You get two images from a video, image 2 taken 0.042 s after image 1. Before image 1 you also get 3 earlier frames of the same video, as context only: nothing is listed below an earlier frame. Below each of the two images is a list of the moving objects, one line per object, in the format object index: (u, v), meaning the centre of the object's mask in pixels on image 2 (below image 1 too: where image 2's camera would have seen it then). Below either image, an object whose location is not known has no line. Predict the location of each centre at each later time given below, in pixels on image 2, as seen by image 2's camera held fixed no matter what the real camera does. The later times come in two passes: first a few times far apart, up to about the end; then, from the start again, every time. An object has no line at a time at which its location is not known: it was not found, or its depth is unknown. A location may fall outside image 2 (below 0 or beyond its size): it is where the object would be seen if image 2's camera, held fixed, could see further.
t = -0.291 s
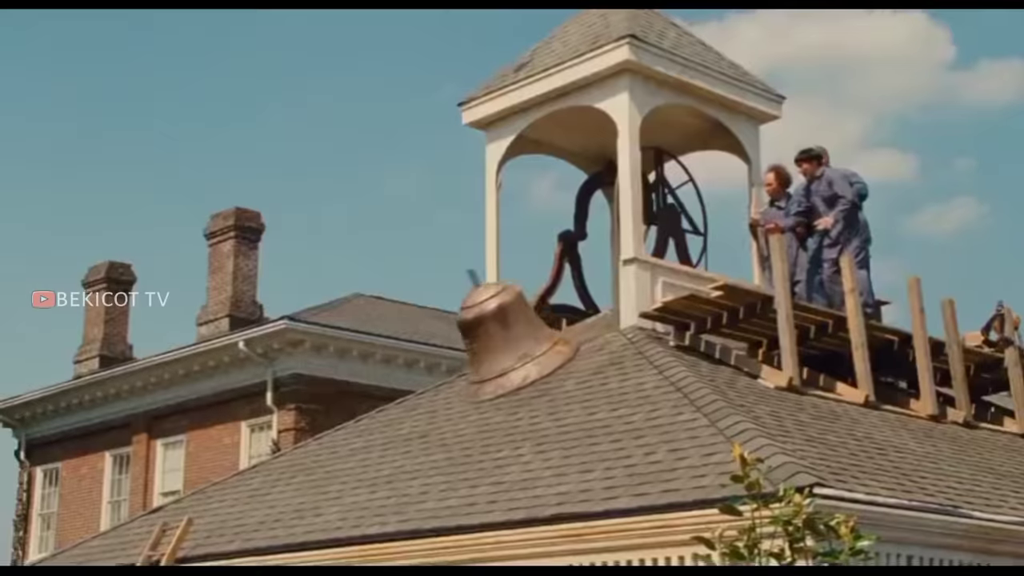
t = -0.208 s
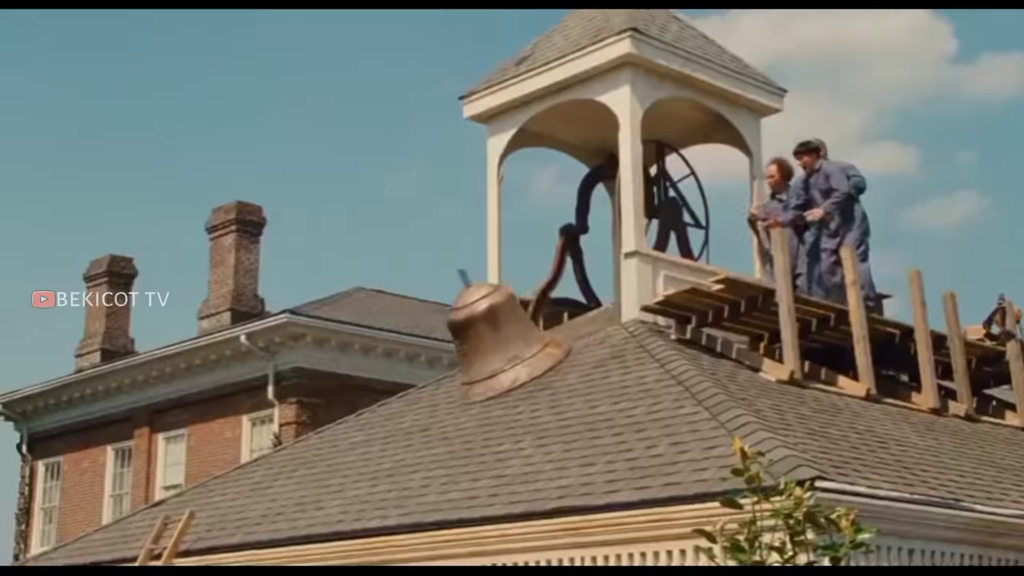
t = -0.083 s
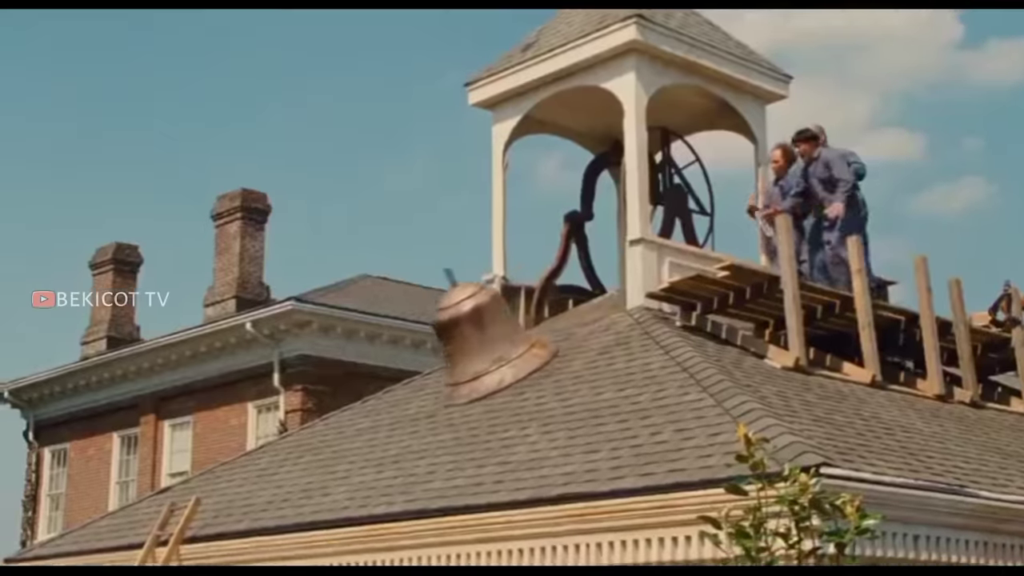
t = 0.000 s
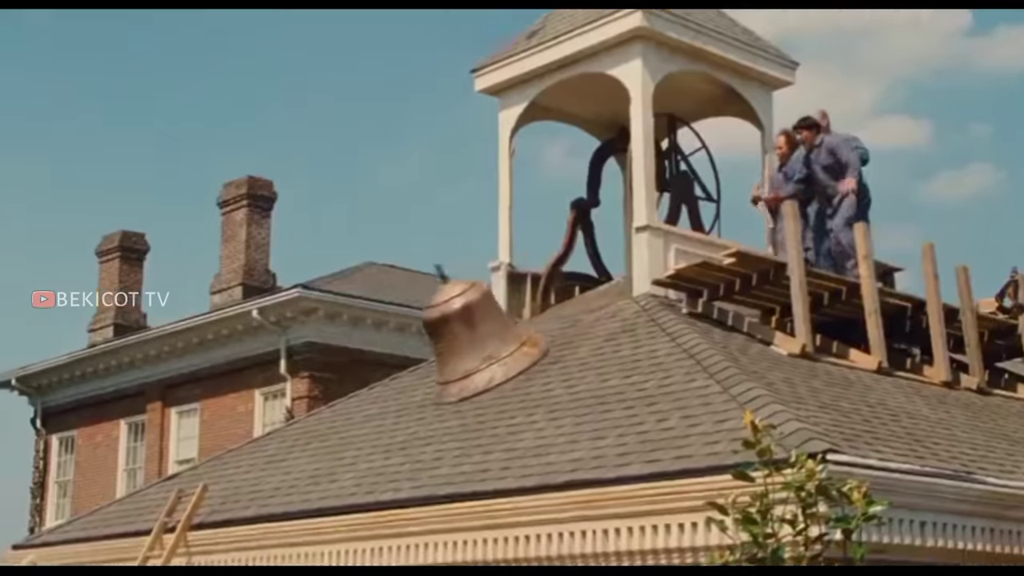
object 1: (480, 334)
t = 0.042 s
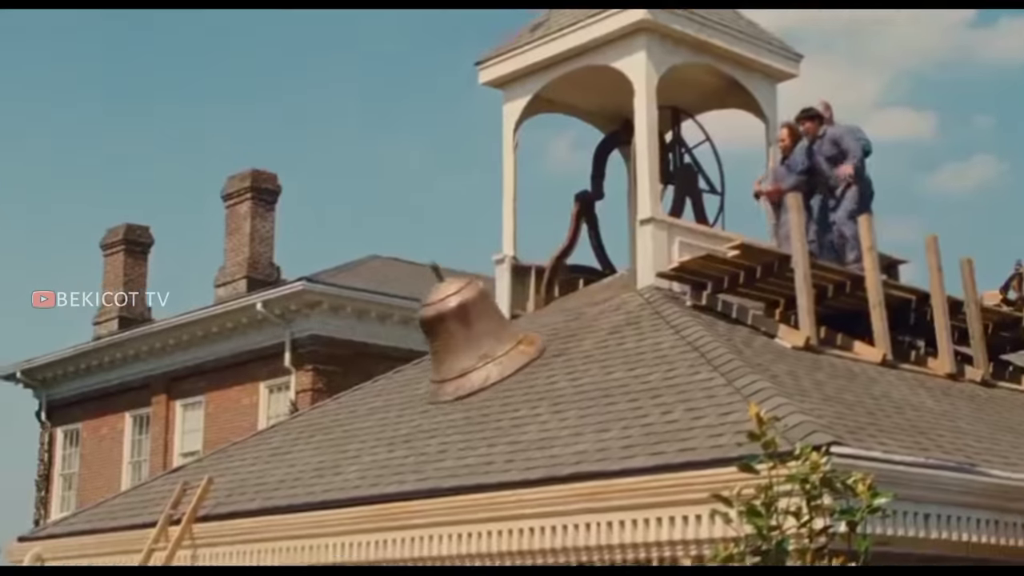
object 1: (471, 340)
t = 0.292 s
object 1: (411, 381)
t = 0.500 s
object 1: (347, 425)
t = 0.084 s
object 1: (462, 346)
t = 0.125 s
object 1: (453, 352)
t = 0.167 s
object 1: (444, 358)
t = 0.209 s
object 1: (434, 365)
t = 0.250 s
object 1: (422, 373)
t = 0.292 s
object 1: (411, 381)
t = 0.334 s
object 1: (399, 389)
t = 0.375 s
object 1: (387, 398)
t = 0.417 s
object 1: (374, 407)
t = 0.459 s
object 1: (360, 416)
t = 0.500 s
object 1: (347, 425)
